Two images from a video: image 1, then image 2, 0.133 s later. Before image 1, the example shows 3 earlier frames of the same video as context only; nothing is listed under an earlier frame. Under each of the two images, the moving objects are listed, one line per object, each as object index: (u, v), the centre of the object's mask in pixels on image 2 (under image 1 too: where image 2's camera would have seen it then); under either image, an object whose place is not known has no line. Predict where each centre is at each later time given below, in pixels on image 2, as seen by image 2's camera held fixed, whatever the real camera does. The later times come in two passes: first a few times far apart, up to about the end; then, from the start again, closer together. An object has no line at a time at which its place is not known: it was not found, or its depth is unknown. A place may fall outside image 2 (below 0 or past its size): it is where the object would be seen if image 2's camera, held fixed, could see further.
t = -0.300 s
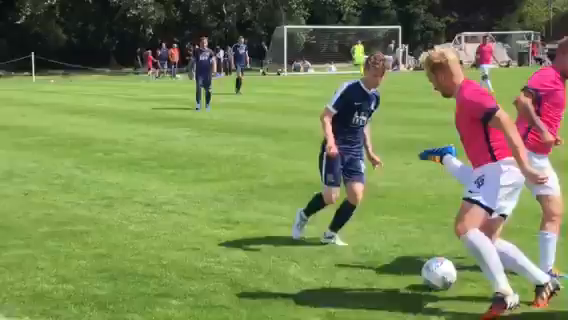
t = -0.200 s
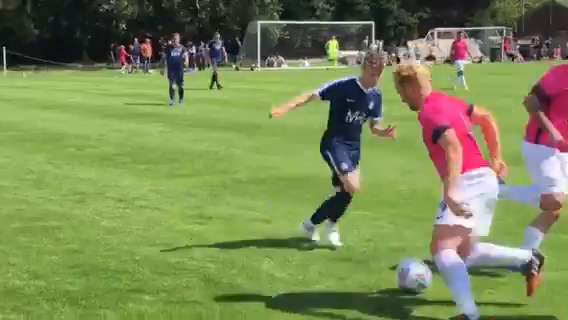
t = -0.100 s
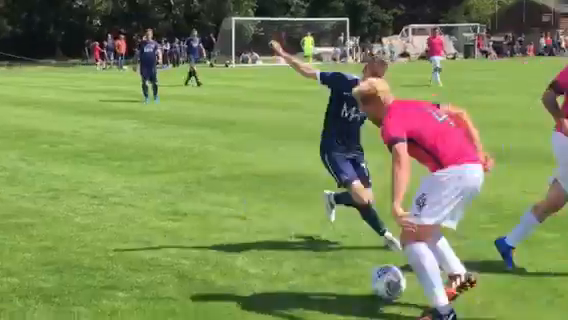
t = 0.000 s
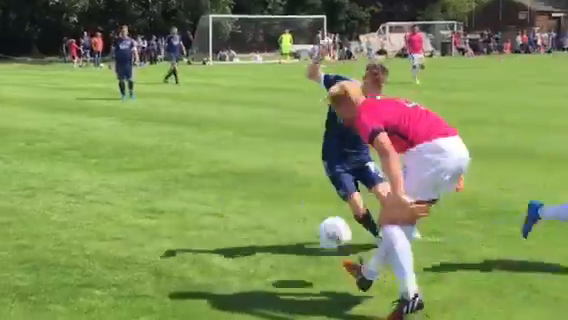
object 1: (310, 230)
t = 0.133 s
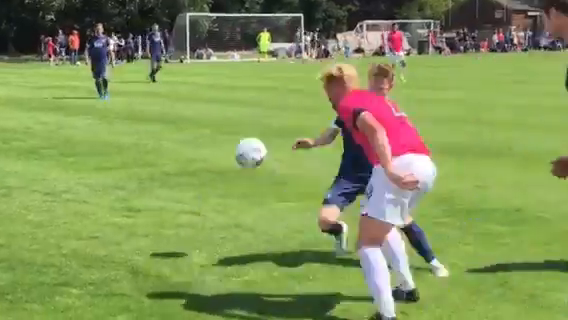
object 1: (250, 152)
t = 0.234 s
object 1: (215, 117)
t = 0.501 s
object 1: (143, 95)
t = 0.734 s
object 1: (102, 135)
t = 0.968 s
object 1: (82, 151)
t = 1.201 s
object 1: (77, 128)
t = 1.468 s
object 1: (71, 160)
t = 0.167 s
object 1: (238, 138)
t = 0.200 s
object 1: (226, 127)
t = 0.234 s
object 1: (215, 117)
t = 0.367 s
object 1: (175, 95)
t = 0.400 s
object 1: (166, 93)
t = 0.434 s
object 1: (159, 92)
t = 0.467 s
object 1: (150, 94)
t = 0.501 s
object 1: (143, 95)
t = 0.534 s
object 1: (136, 98)
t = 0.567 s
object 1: (130, 101)
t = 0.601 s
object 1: (124, 106)
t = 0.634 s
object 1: (118, 113)
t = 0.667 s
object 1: (112, 119)
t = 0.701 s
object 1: (107, 126)
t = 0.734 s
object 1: (102, 135)
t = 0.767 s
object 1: (97, 144)
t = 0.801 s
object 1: (92, 152)
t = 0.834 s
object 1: (87, 164)
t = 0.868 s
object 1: (82, 173)
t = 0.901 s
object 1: (82, 166)
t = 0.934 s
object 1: (82, 158)
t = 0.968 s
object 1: (82, 151)
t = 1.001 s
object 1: (81, 143)
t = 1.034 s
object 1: (79, 139)
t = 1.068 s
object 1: (79, 136)
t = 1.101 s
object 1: (78, 133)
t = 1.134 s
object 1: (78, 130)
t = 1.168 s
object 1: (78, 129)
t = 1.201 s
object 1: (77, 128)
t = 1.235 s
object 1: (76, 131)
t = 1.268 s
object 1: (75, 132)
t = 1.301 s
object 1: (74, 134)
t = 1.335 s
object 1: (74, 138)
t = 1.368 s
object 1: (73, 143)
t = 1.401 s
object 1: (72, 148)
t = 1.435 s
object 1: (72, 155)
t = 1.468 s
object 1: (71, 160)
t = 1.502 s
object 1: (70, 159)
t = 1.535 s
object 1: (69, 155)
